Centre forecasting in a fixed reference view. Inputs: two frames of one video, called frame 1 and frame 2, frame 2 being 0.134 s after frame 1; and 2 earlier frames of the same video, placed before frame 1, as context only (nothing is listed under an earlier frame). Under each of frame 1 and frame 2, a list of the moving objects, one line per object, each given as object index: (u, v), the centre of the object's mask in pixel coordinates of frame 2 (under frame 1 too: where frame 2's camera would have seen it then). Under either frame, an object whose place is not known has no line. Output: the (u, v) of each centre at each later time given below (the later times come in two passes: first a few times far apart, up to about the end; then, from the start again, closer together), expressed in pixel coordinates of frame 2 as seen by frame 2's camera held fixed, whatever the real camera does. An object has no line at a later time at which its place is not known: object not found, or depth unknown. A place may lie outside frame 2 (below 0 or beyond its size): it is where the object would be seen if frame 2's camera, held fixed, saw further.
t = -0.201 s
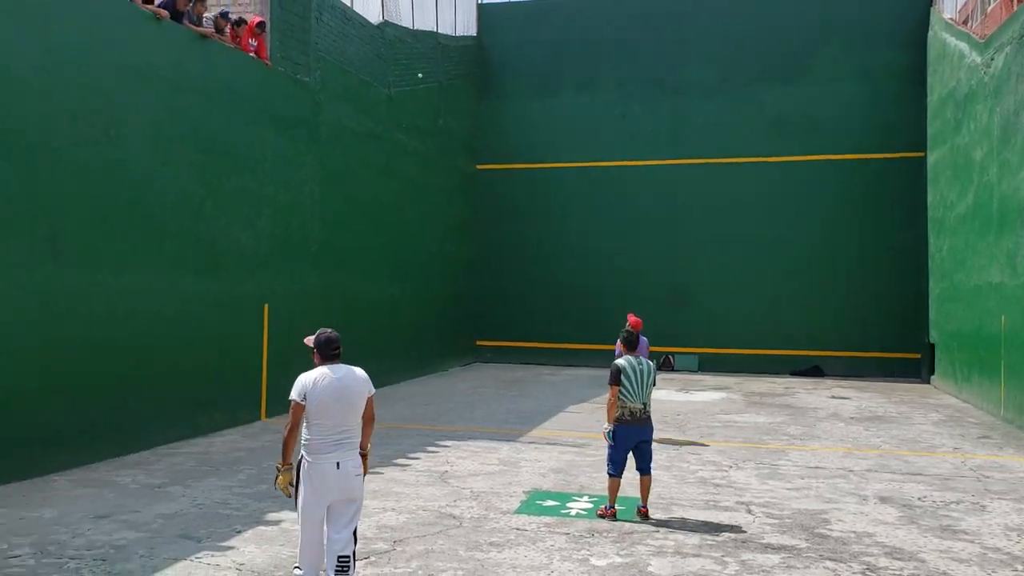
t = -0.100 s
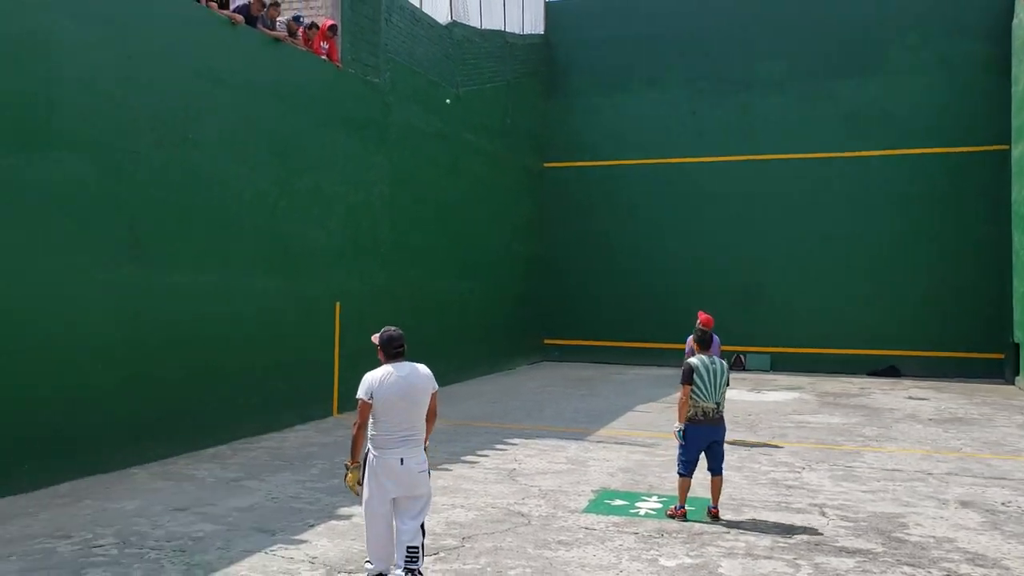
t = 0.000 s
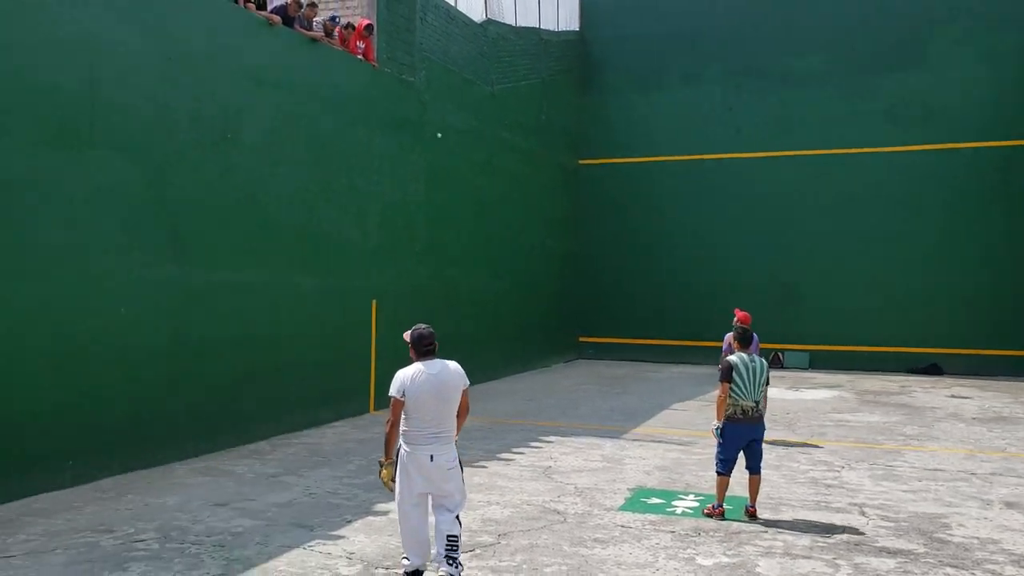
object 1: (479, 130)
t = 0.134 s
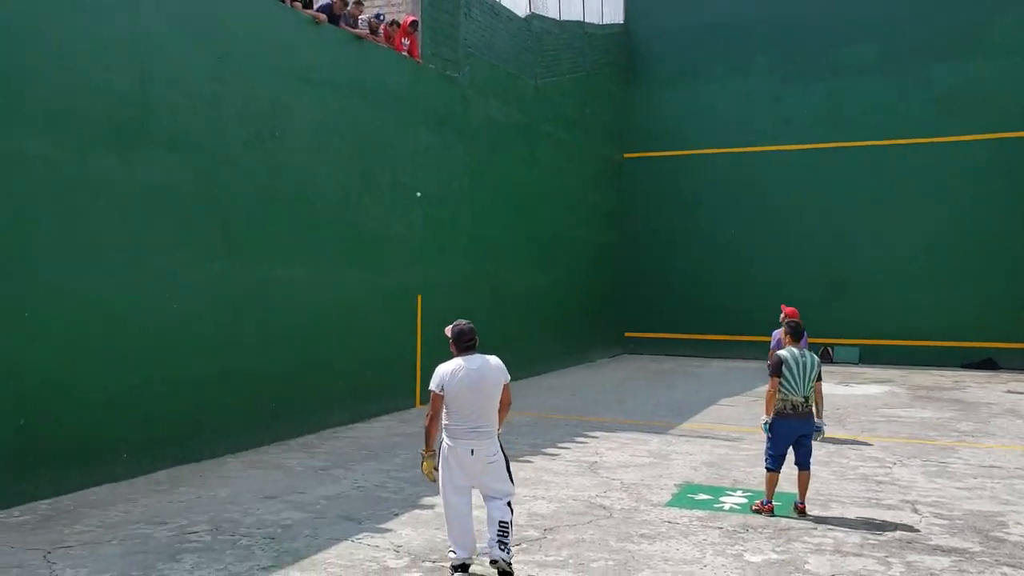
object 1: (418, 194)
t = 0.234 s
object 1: (364, 256)
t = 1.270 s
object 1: (430, 239)
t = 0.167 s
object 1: (401, 214)
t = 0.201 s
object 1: (383, 234)
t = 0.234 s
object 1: (364, 256)
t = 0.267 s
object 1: (344, 279)
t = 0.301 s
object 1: (337, 300)
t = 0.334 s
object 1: (331, 321)
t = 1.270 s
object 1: (430, 239)
